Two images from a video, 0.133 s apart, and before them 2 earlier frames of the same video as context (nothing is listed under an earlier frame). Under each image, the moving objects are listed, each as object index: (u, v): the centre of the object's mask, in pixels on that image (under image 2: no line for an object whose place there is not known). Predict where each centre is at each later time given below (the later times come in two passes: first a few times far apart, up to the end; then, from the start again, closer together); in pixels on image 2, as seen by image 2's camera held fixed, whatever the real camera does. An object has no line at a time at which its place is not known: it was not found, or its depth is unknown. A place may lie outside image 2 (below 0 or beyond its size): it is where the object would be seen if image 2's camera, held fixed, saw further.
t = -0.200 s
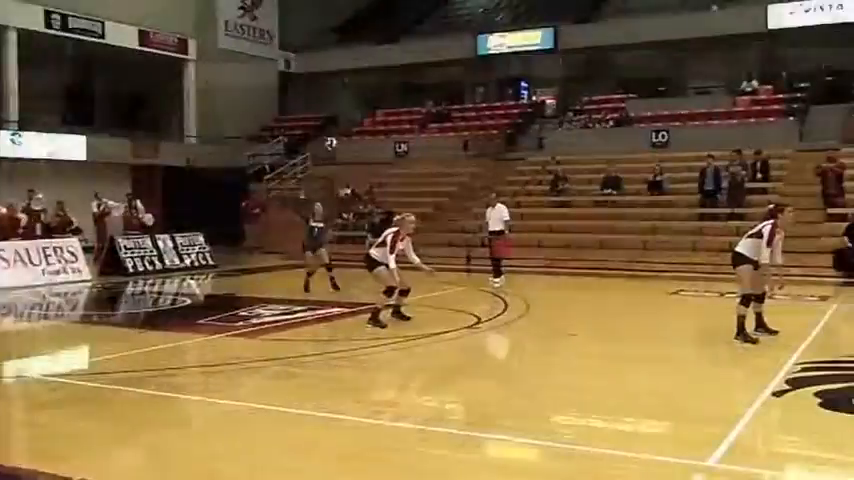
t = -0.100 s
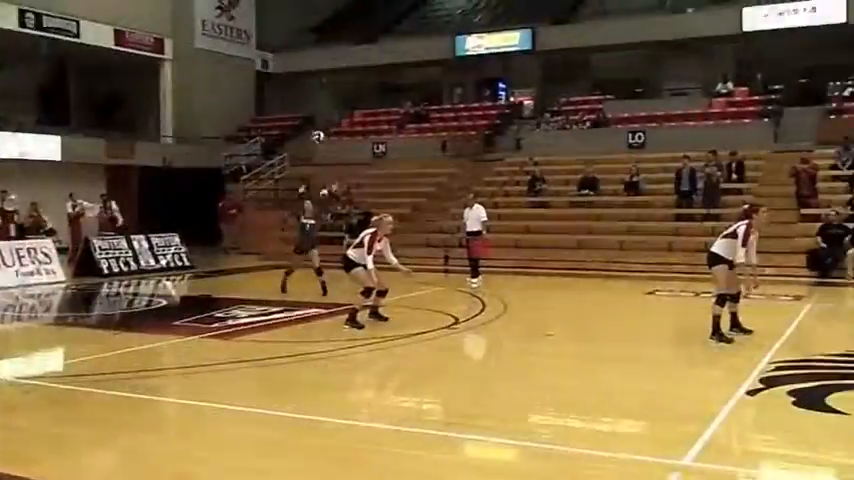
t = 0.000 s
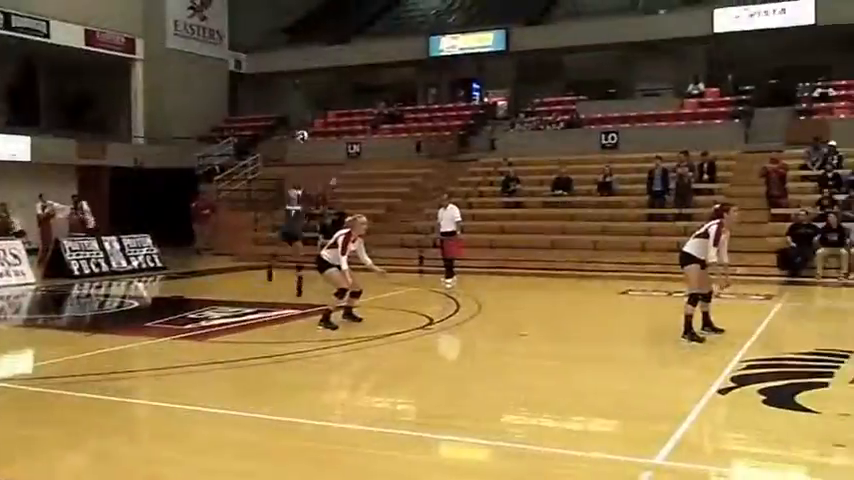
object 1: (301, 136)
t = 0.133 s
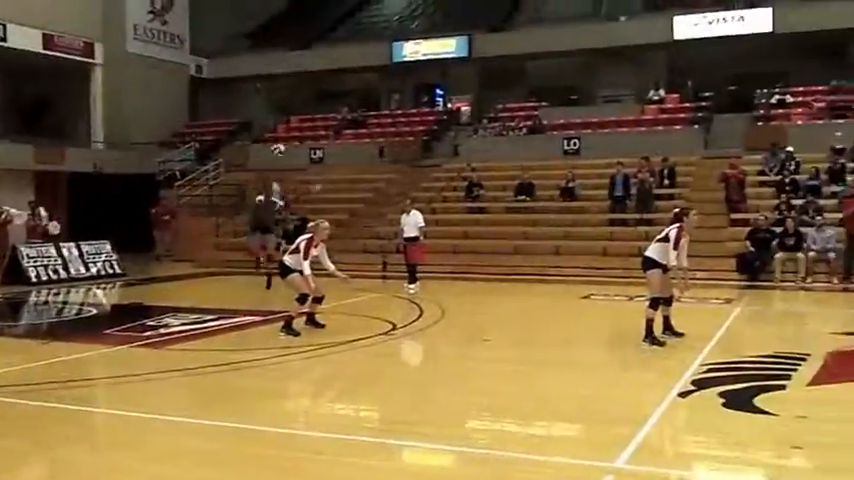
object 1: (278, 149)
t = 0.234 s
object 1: (320, 139)
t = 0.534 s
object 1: (606, 60)
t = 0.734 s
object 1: (879, 44)
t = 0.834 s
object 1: (1054, 51)
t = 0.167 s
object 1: (281, 152)
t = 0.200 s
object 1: (294, 150)
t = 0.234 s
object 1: (320, 139)
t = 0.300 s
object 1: (373, 119)
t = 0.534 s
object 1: (606, 60)
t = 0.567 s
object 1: (645, 55)
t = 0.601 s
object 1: (688, 50)
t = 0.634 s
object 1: (731, 46)
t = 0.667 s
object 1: (777, 44)
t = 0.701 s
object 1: (827, 43)
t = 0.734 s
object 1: (879, 44)
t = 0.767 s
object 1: (934, 45)
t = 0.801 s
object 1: (992, 48)
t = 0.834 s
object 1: (1054, 51)
